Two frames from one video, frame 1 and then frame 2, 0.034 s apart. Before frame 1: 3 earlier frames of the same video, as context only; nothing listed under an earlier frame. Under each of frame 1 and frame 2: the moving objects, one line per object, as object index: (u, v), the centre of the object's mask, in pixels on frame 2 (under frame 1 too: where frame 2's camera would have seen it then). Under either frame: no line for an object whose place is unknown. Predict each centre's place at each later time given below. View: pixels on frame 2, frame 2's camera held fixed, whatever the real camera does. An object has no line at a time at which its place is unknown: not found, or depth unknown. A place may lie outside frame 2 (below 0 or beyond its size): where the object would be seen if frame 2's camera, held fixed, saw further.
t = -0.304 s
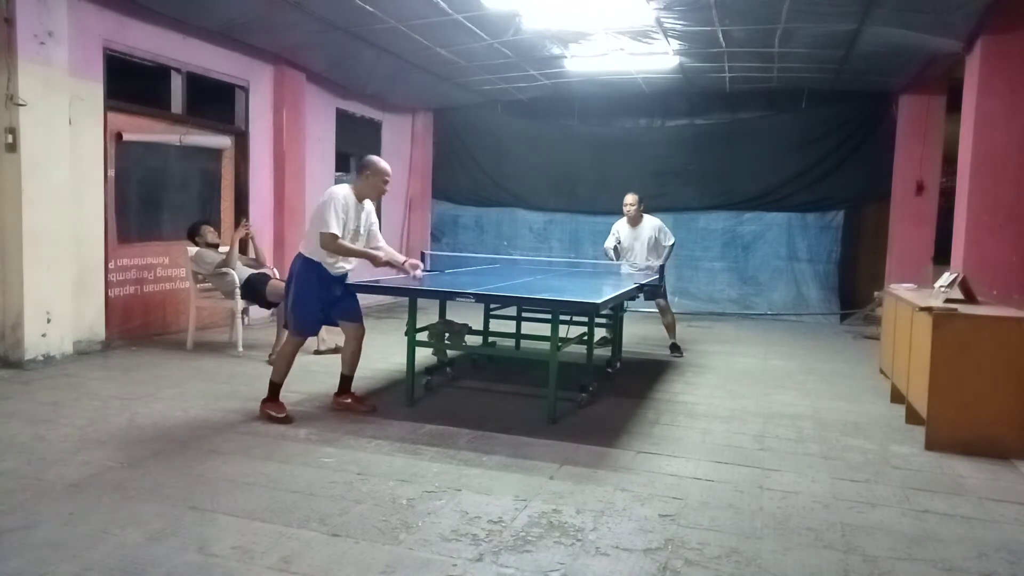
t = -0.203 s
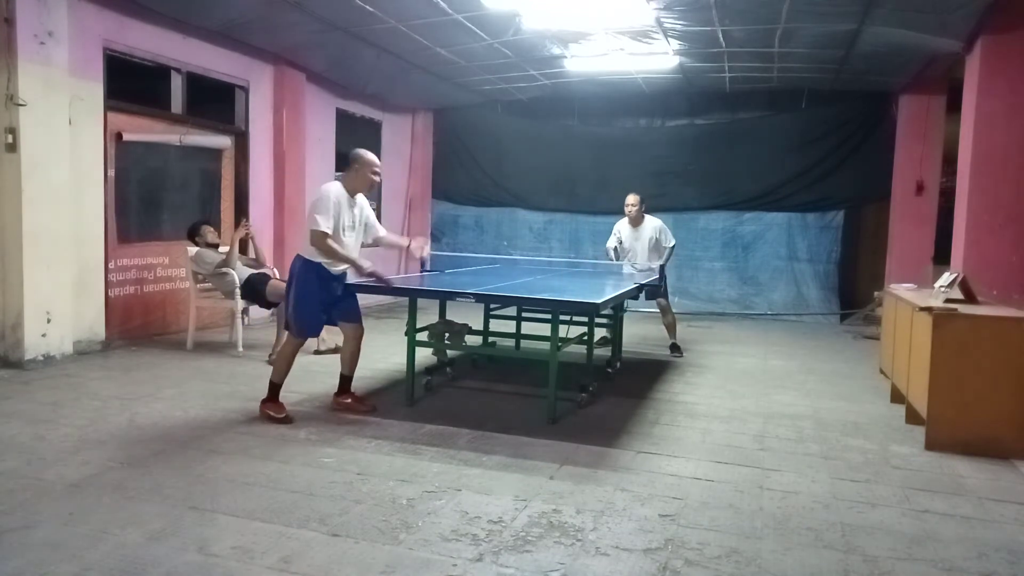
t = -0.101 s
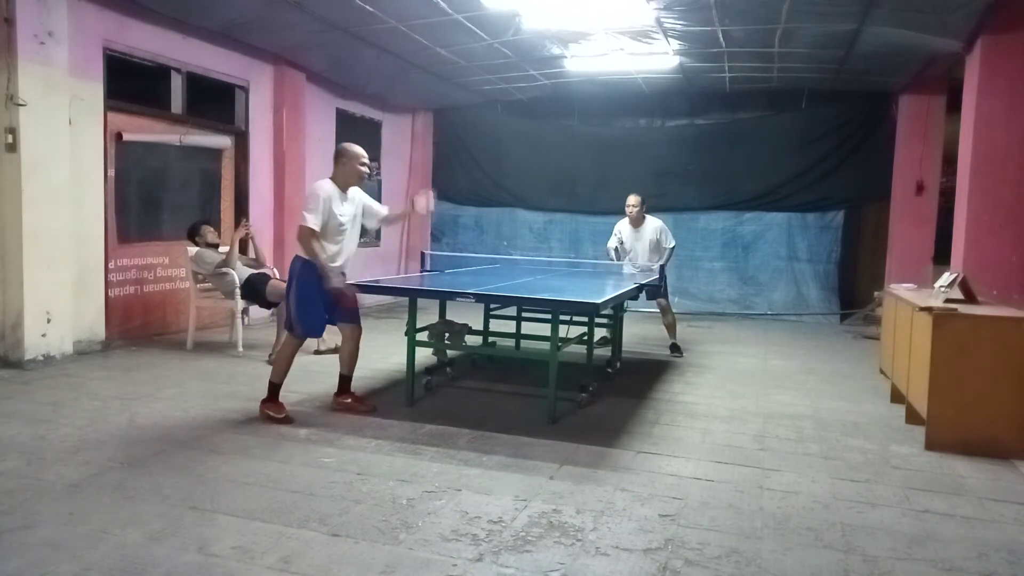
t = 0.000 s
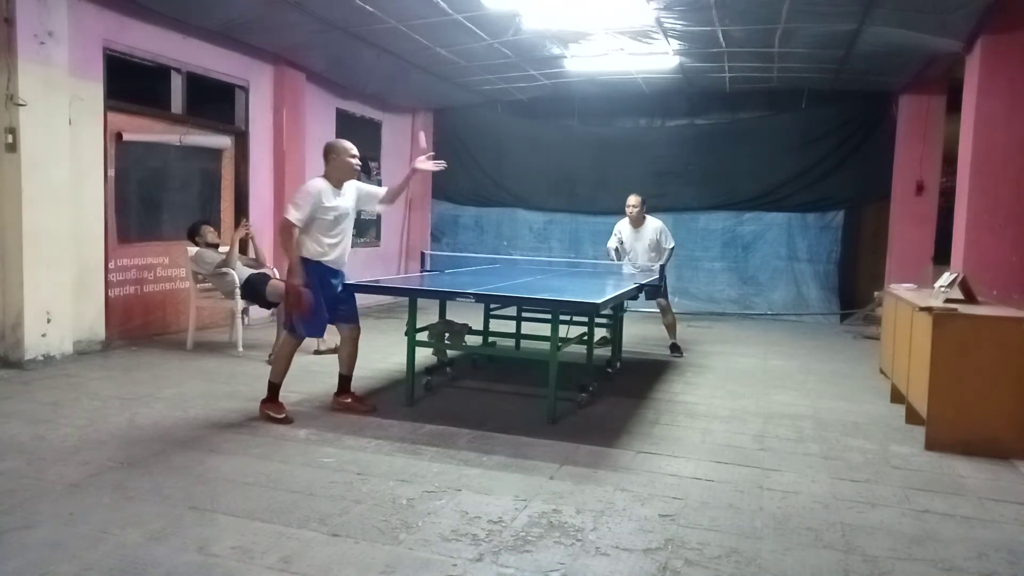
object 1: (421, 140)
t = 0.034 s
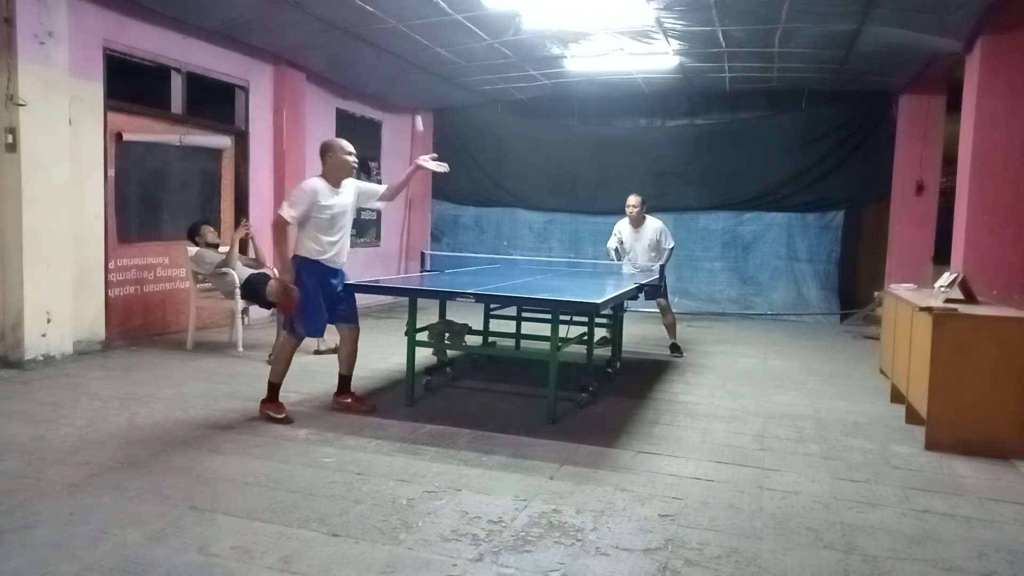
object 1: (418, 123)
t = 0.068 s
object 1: (415, 109)
